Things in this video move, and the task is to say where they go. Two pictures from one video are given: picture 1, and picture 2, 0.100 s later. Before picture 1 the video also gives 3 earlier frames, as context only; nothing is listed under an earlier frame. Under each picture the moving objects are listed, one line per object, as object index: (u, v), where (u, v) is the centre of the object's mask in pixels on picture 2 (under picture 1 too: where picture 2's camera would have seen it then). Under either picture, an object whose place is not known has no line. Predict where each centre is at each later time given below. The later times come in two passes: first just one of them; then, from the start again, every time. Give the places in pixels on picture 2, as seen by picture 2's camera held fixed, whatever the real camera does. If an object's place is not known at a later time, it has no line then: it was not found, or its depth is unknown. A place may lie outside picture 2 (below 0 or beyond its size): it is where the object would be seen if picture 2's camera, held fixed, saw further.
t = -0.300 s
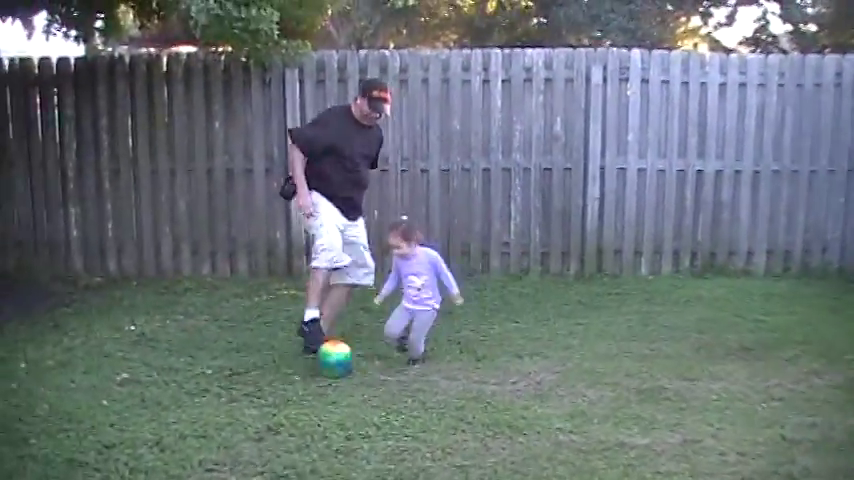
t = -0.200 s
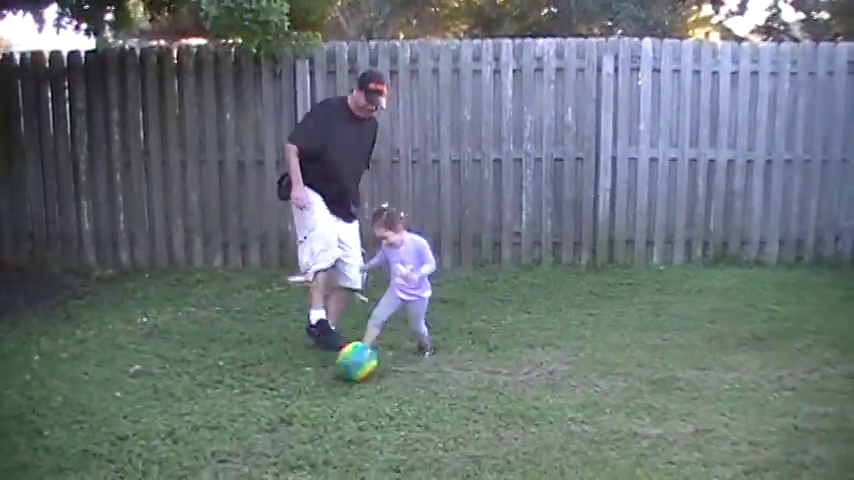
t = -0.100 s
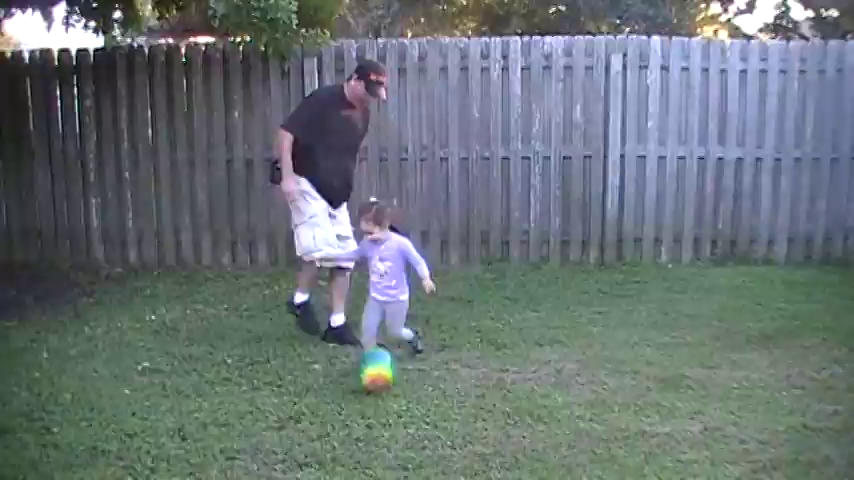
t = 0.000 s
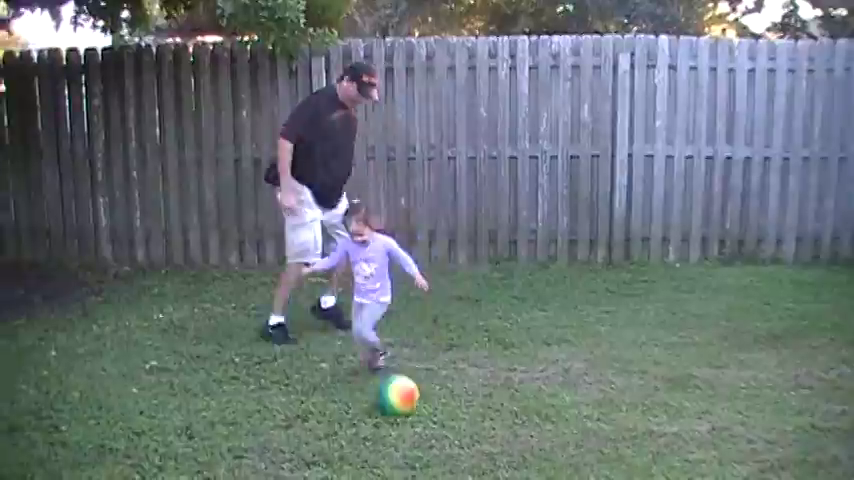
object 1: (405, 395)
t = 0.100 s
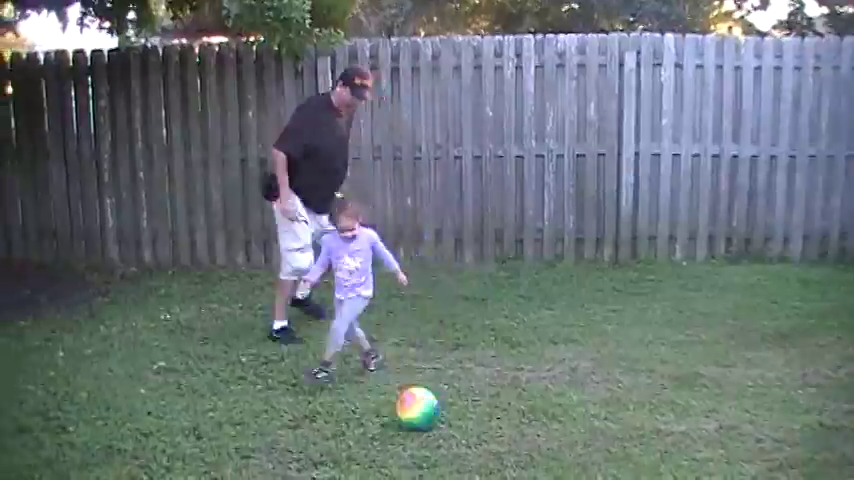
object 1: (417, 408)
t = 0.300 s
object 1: (448, 440)
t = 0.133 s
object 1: (423, 414)
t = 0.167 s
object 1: (429, 417)
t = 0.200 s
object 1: (433, 421)
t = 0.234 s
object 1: (437, 427)
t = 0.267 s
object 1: (444, 432)
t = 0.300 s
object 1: (448, 440)
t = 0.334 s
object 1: (454, 446)
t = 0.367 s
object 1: (458, 452)
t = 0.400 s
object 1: (463, 458)
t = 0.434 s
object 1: (466, 464)
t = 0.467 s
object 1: (471, 469)
